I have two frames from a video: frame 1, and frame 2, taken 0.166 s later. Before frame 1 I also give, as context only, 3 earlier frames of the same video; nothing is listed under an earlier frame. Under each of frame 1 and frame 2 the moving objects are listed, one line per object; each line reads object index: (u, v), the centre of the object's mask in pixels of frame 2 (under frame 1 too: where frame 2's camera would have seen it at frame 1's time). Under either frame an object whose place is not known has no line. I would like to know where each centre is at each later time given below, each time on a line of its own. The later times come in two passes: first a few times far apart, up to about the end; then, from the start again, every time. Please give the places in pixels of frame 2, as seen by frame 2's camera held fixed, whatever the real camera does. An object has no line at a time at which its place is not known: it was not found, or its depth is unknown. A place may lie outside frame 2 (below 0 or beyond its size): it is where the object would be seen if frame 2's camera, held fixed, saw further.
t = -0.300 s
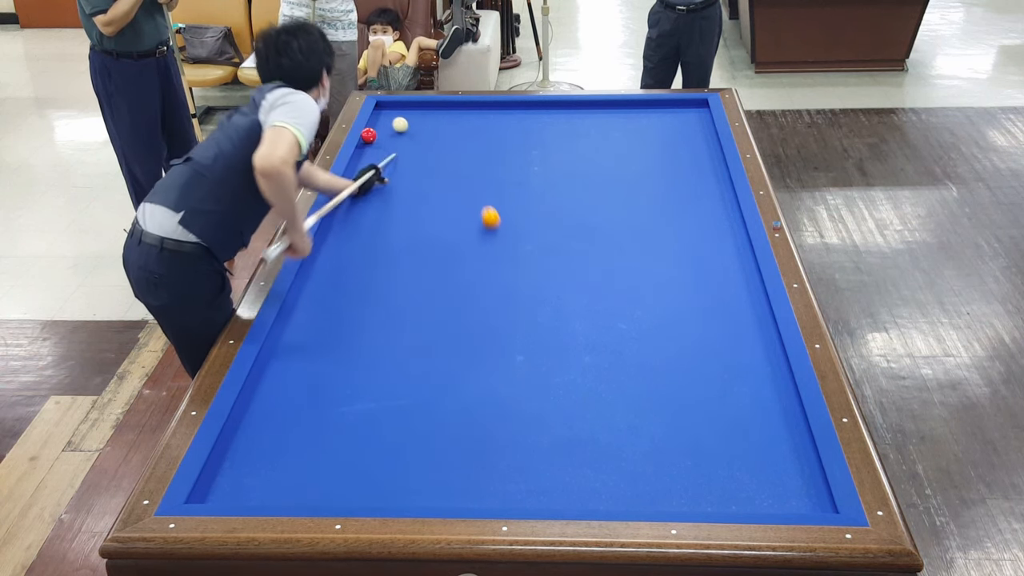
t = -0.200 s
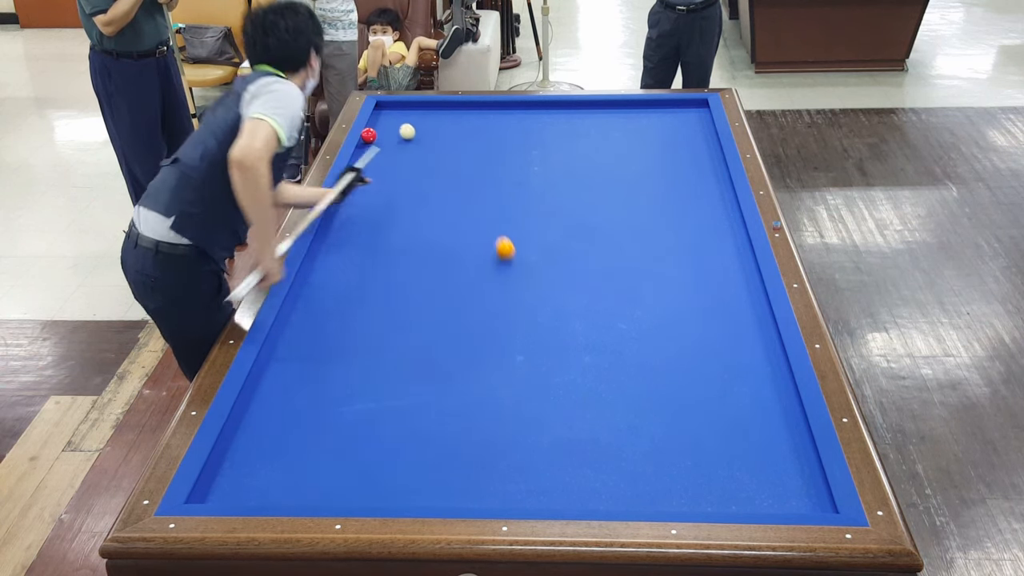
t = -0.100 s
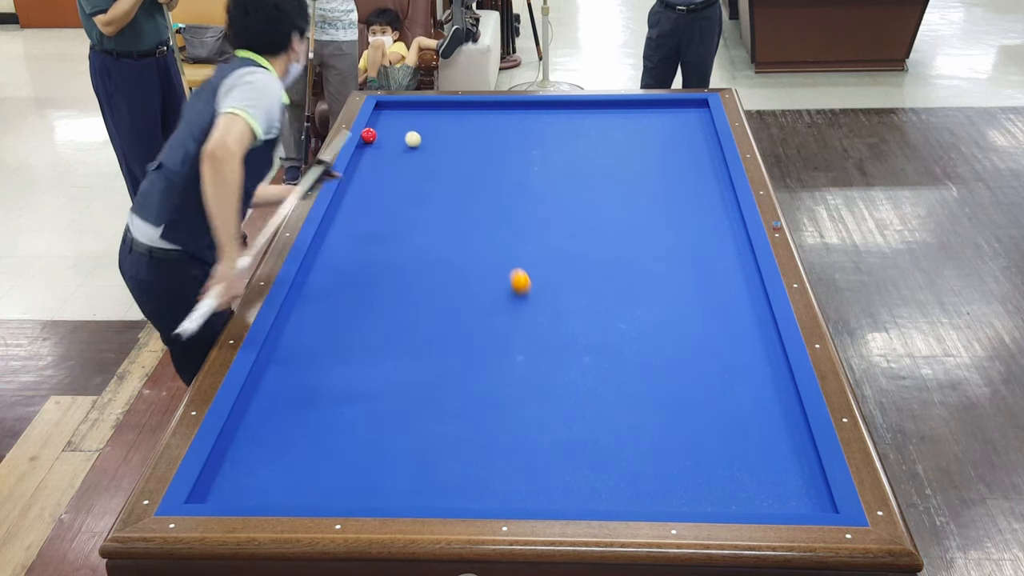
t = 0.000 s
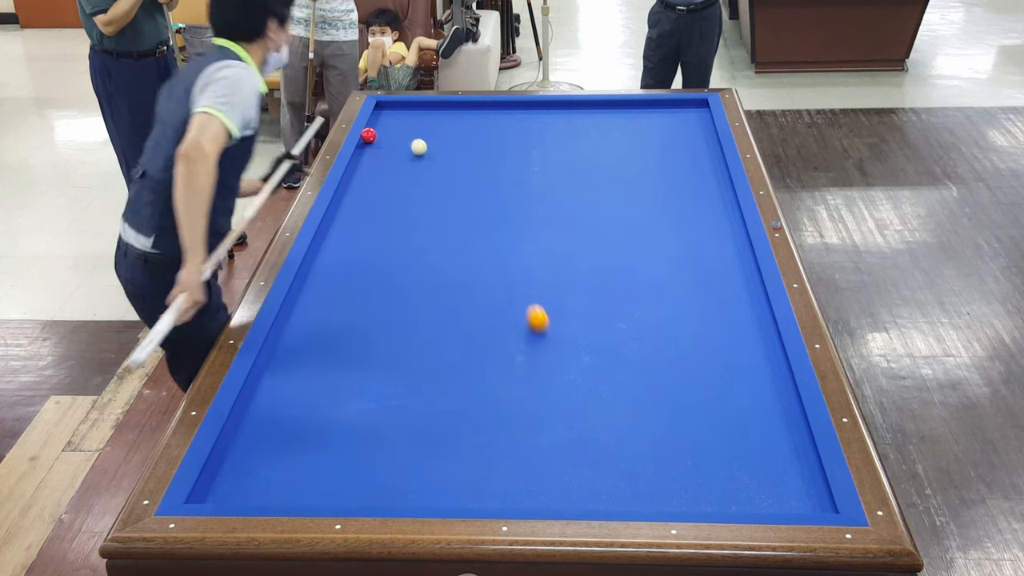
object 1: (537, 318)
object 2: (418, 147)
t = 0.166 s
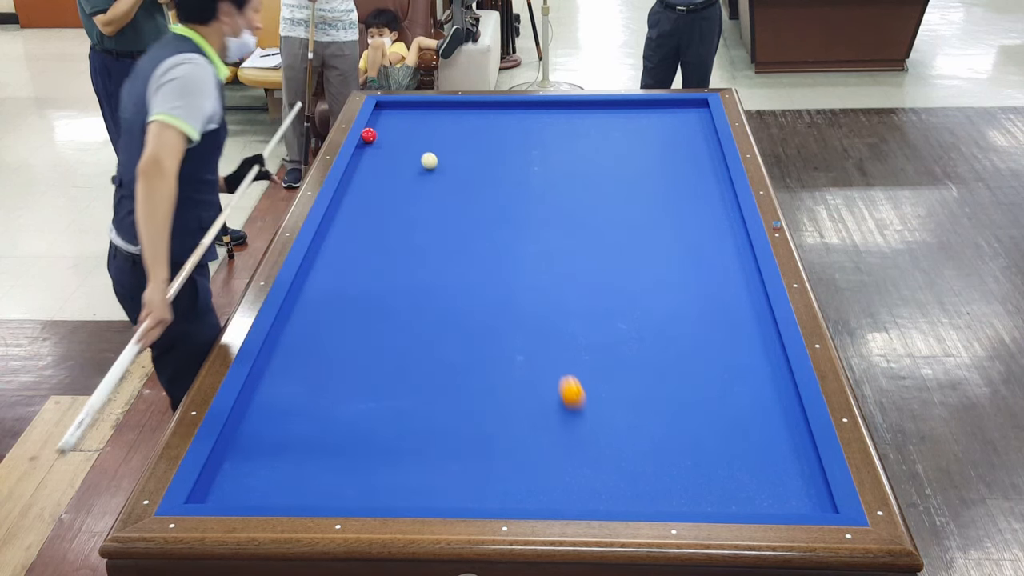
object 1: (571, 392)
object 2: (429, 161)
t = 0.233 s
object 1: (588, 427)
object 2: (433, 166)
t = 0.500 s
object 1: (624, 435)
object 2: (451, 190)
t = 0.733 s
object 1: (627, 357)
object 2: (468, 212)
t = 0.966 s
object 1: (634, 304)
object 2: (486, 237)
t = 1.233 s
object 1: (642, 255)
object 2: (509, 267)
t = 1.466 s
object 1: (647, 217)
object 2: (531, 295)
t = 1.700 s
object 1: (651, 184)
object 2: (555, 327)
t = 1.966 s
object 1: (656, 152)
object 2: (585, 366)
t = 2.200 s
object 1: (660, 127)
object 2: (614, 405)
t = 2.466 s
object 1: (663, 103)
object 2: (651, 453)
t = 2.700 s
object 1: (669, 118)
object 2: (688, 499)
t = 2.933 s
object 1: (675, 131)
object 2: (738, 475)
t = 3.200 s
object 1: (682, 147)
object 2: (790, 450)
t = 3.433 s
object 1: (688, 162)
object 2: (775, 425)
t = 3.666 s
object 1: (694, 177)
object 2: (742, 400)
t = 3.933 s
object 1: (702, 195)
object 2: (708, 374)
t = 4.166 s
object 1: (709, 212)
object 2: (680, 354)
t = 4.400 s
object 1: (716, 229)
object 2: (655, 335)
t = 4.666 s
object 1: (724, 250)
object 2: (628, 315)
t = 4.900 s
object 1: (732, 270)
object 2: (607, 299)
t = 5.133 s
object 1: (739, 290)
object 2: (587, 284)
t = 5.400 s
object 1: (749, 314)
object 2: (566, 269)
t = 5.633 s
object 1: (757, 337)
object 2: (549, 256)
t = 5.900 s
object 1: (768, 364)
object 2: (531, 242)
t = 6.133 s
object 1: (778, 389)
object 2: (517, 230)
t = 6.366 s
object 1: (788, 416)
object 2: (503, 220)
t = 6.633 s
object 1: (800, 448)
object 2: (488, 208)
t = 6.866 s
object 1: (811, 478)
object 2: (476, 199)
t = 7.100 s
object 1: (821, 503)
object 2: (465, 190)
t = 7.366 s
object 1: (813, 484)
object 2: (453, 181)
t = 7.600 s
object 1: (807, 468)
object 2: (443, 173)
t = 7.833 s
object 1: (801, 453)
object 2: (434, 166)
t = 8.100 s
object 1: (794, 437)
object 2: (423, 158)
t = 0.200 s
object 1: (579, 409)
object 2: (431, 163)
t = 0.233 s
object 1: (588, 427)
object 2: (433, 166)
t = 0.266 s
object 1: (596, 445)
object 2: (435, 169)
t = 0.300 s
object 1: (605, 465)
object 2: (438, 172)
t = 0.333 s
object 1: (615, 486)
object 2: (440, 175)
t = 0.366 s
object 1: (623, 497)
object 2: (442, 178)
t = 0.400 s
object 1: (623, 483)
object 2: (444, 181)
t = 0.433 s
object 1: (623, 466)
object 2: (447, 184)
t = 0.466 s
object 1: (623, 450)
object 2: (449, 187)
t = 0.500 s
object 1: (624, 435)
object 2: (451, 190)
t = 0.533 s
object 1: (624, 422)
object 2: (453, 193)
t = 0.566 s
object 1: (624, 409)
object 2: (456, 196)
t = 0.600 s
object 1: (625, 397)
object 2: (458, 199)
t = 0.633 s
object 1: (625, 386)
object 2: (461, 203)
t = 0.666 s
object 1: (626, 375)
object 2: (463, 206)
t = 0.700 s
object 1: (627, 366)
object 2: (466, 209)
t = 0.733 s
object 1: (627, 357)
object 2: (468, 212)
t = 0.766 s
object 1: (628, 348)
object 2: (471, 216)
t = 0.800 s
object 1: (629, 341)
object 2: (473, 219)
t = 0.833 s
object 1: (630, 333)
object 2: (476, 223)
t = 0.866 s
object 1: (632, 325)
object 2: (478, 226)
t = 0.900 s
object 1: (633, 318)
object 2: (481, 229)
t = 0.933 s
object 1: (634, 311)
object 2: (484, 233)
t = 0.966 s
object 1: (634, 304)
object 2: (486, 237)
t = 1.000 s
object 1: (636, 297)
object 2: (489, 240)
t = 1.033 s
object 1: (636, 291)
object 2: (492, 244)
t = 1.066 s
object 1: (637, 284)
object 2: (495, 247)
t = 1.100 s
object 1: (638, 278)
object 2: (498, 251)
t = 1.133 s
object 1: (639, 272)
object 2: (500, 255)
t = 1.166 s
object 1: (640, 266)
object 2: (503, 259)
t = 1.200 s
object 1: (641, 260)
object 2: (506, 263)
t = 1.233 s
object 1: (642, 255)
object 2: (509, 267)
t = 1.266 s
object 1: (642, 249)
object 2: (512, 271)
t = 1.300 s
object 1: (643, 243)
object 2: (515, 275)
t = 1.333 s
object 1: (644, 238)
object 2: (518, 279)
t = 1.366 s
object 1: (645, 232)
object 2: (521, 283)
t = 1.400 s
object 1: (645, 227)
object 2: (525, 287)
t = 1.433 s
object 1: (646, 222)
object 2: (528, 291)
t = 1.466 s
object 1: (647, 217)
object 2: (531, 295)
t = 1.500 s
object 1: (647, 212)
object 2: (534, 300)
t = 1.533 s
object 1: (648, 207)
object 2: (538, 304)
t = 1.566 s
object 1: (649, 202)
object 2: (541, 308)
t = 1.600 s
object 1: (650, 198)
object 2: (544, 313)
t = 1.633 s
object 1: (650, 193)
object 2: (548, 317)
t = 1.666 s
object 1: (651, 189)
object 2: (551, 322)
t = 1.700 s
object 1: (651, 184)
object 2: (555, 327)
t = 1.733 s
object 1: (652, 180)
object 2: (558, 331)
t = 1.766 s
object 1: (653, 176)
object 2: (562, 336)
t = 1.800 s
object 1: (653, 172)
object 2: (566, 341)
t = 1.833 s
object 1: (654, 168)
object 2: (569, 346)
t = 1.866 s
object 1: (655, 163)
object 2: (573, 351)
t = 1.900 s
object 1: (655, 160)
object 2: (577, 356)
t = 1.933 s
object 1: (655, 156)
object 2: (581, 361)
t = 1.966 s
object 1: (656, 152)
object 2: (585, 366)
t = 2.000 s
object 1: (657, 148)
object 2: (589, 371)
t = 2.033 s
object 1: (657, 145)
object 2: (593, 377)
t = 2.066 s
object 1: (658, 141)
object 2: (597, 382)
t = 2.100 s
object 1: (658, 137)
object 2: (601, 388)
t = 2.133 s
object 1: (659, 134)
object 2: (605, 393)
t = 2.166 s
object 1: (659, 130)
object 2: (610, 399)
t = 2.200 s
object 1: (660, 127)
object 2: (614, 405)
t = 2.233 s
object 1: (660, 124)
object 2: (618, 410)
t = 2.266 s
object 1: (661, 120)
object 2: (623, 416)
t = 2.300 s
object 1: (661, 117)
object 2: (627, 422)
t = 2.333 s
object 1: (662, 114)
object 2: (632, 428)
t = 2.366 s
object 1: (662, 111)
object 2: (637, 434)
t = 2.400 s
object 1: (662, 107)
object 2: (642, 441)
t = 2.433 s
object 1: (663, 104)
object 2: (646, 447)
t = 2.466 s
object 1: (663, 103)
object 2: (651, 453)
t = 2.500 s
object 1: (664, 105)
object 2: (656, 460)
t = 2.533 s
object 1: (665, 107)
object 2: (661, 467)
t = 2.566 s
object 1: (666, 109)
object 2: (667, 473)
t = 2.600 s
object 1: (667, 112)
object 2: (672, 480)
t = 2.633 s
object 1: (668, 114)
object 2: (677, 487)
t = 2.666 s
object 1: (669, 116)
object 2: (683, 494)
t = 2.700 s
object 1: (669, 118)
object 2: (688, 499)
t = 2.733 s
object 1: (670, 120)
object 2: (695, 499)
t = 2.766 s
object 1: (671, 122)
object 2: (703, 495)
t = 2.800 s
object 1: (672, 124)
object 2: (710, 490)
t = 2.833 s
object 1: (673, 126)
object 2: (717, 486)
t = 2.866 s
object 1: (673, 128)
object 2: (724, 482)
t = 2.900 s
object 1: (674, 130)
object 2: (731, 479)
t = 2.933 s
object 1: (675, 131)
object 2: (738, 475)
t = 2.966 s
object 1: (676, 133)
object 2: (745, 472)
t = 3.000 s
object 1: (677, 135)
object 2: (751, 469)
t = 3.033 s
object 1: (678, 137)
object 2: (758, 466)
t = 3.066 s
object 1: (679, 139)
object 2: (764, 463)
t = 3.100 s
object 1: (679, 141)
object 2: (771, 459)
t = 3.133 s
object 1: (680, 143)
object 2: (777, 456)
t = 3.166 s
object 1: (681, 145)
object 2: (784, 453)
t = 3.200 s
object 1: (682, 147)
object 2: (790, 450)
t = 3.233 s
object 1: (682, 149)
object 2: (796, 447)
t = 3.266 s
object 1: (683, 151)
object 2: (802, 444)
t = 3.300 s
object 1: (684, 153)
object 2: (797, 440)
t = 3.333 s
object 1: (685, 156)
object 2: (790, 436)
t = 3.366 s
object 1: (686, 157)
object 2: (785, 432)
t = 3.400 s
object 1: (687, 159)
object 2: (780, 428)
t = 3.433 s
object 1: (688, 162)
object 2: (775, 425)
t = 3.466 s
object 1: (689, 164)
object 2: (770, 421)
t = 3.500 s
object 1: (690, 166)
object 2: (765, 417)
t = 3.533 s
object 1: (691, 168)
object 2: (760, 414)
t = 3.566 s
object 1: (692, 170)
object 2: (756, 410)
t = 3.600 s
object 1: (693, 172)
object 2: (751, 407)
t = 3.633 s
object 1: (693, 175)
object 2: (746, 403)
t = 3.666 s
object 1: (694, 177)
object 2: (742, 400)
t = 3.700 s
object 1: (696, 179)
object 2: (737, 397)
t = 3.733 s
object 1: (696, 181)
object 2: (733, 393)
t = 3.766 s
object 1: (697, 184)
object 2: (728, 390)
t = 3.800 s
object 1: (698, 186)
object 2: (724, 387)
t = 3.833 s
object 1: (699, 188)
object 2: (720, 384)
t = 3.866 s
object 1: (700, 190)
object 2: (716, 381)
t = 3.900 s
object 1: (701, 193)
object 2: (711, 377)
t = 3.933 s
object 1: (702, 195)
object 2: (708, 374)
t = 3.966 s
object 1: (703, 197)
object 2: (703, 371)
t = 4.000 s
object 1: (704, 200)
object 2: (699, 368)
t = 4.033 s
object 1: (705, 202)
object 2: (695, 365)
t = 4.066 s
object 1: (706, 205)
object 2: (692, 362)
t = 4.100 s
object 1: (707, 207)
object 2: (688, 359)
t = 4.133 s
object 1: (708, 209)
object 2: (684, 357)
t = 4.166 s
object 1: (709, 212)
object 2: (680, 354)
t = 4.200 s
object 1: (710, 214)
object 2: (676, 351)
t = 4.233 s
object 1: (711, 217)
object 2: (672, 348)
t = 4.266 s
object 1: (712, 219)
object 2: (669, 346)
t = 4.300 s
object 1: (713, 222)
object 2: (665, 343)
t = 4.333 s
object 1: (714, 224)
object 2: (662, 340)
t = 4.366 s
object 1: (715, 227)
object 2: (658, 338)
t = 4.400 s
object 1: (716, 229)
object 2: (655, 335)
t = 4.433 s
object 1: (717, 232)
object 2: (651, 332)
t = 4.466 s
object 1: (718, 235)
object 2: (648, 330)
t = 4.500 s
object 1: (719, 237)
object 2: (644, 327)
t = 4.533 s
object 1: (720, 240)
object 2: (641, 325)
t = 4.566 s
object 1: (721, 242)
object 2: (638, 323)
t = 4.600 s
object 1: (722, 245)
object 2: (635, 320)
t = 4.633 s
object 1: (723, 248)
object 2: (632, 318)
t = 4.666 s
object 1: (724, 250)
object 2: (628, 315)
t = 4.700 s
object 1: (726, 253)
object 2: (625, 313)
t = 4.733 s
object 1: (727, 256)
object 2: (622, 311)
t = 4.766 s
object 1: (728, 258)
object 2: (619, 308)
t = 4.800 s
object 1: (728, 261)
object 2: (616, 306)
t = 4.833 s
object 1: (730, 264)
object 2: (613, 304)
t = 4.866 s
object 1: (731, 267)
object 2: (610, 301)
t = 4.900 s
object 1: (732, 270)
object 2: (607, 299)
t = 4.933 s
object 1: (733, 272)
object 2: (604, 297)
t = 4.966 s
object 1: (734, 275)
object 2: (601, 295)
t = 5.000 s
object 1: (735, 278)
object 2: (598, 293)
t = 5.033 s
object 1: (736, 281)
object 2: (595, 291)
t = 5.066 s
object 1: (737, 284)
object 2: (592, 288)
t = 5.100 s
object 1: (738, 287)
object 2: (590, 287)
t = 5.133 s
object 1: (739, 290)
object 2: (587, 284)
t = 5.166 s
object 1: (741, 293)
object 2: (584, 282)
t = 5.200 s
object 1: (742, 296)
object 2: (581, 280)
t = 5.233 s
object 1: (743, 299)
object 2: (579, 278)
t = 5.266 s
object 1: (744, 302)
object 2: (576, 276)
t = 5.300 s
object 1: (745, 305)
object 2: (574, 274)
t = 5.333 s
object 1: (746, 308)
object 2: (571, 273)
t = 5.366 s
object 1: (748, 311)
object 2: (569, 270)
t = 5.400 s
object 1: (749, 314)
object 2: (566, 269)
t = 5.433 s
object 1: (750, 317)
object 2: (564, 267)
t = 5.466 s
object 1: (751, 321)
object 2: (561, 265)
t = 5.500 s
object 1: (752, 324)
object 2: (559, 263)
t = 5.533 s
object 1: (754, 327)
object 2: (556, 261)
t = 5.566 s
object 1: (755, 330)
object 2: (554, 259)
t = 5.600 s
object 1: (756, 334)
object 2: (552, 257)
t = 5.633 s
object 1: (757, 337)
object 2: (549, 256)
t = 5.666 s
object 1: (759, 340)
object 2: (547, 254)
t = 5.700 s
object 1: (760, 344)
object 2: (545, 252)
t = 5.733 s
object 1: (761, 347)
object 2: (542, 250)
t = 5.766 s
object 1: (763, 350)
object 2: (540, 249)
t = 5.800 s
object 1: (764, 354)
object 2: (538, 247)
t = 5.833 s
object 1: (765, 357)
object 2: (536, 245)
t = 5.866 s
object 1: (767, 360)
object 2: (533, 243)
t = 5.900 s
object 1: (768, 364)
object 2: (531, 242)
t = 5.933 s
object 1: (769, 368)
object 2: (529, 240)
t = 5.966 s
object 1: (771, 372)
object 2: (527, 239)
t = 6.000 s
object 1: (772, 375)
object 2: (525, 237)
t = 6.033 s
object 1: (773, 378)
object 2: (523, 235)
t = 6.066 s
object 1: (775, 382)
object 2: (521, 234)
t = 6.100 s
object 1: (776, 386)
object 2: (519, 232)
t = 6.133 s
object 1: (778, 389)
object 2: (517, 230)
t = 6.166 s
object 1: (779, 393)
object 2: (515, 229)
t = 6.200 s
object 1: (781, 397)
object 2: (513, 227)
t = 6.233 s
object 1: (782, 400)
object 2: (510, 226)
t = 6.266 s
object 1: (783, 404)
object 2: (509, 224)
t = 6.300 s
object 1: (785, 408)
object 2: (507, 223)
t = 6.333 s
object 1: (786, 412)
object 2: (505, 221)
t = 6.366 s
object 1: (788, 416)
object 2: (503, 220)
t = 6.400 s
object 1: (789, 420)
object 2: (501, 218)
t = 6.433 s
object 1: (791, 424)
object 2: (499, 217)
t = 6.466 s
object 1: (792, 428)
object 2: (497, 215)
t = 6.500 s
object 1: (794, 432)
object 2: (496, 214)
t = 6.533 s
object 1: (795, 436)
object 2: (494, 212)
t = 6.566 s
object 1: (797, 440)
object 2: (492, 211)
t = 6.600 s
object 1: (798, 444)
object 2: (490, 210)
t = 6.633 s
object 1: (800, 448)
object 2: (488, 208)
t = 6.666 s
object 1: (802, 452)
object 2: (487, 207)
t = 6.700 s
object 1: (803, 456)
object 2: (485, 206)
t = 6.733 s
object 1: (804, 461)
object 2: (483, 204)
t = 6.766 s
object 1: (806, 465)
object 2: (481, 203)
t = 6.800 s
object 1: (808, 469)
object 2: (480, 201)
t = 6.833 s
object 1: (809, 473)
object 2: (478, 200)
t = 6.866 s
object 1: (811, 478)
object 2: (476, 199)
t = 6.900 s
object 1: (813, 482)
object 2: (475, 198)
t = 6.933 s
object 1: (815, 487)
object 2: (473, 196)
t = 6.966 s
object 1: (816, 491)
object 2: (472, 195)
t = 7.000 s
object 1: (818, 496)
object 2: (470, 194)
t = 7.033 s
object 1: (820, 499)
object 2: (468, 193)
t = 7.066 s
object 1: (821, 502)
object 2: (467, 192)
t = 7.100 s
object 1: (821, 503)
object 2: (465, 190)
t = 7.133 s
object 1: (820, 501)
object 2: (464, 189)
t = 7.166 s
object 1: (818, 499)
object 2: (462, 188)
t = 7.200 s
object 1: (818, 497)
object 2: (460, 187)
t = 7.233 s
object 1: (816, 494)
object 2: (459, 186)
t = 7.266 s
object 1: (816, 492)
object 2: (457, 184)
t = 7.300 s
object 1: (815, 489)
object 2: (456, 183)
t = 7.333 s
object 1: (814, 487)
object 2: (454, 182)
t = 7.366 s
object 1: (813, 484)
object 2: (453, 181)
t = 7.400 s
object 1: (812, 482)
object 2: (452, 180)
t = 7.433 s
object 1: (811, 480)
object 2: (450, 179)
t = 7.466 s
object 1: (810, 477)
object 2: (449, 178)
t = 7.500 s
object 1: (809, 475)
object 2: (447, 177)
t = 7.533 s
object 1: (808, 473)
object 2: (446, 175)
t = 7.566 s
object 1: (808, 471)
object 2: (445, 174)
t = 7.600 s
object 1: (807, 468)
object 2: (443, 173)
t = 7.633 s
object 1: (806, 466)
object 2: (442, 172)
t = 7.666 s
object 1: (805, 464)
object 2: (440, 171)
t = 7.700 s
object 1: (804, 461)
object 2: (439, 170)
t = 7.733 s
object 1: (803, 459)
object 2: (438, 169)
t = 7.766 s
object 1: (802, 457)
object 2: (436, 168)
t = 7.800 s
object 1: (802, 455)
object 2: (435, 167)
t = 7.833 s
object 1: (801, 453)
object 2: (434, 166)
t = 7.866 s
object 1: (800, 451)
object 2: (432, 165)
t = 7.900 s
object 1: (799, 449)
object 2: (431, 164)
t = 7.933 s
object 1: (798, 447)
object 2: (430, 163)
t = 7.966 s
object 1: (797, 445)
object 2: (428, 162)
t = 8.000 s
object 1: (797, 443)
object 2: (427, 161)
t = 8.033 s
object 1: (796, 441)
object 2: (426, 160)
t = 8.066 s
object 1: (795, 439)
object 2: (425, 159)
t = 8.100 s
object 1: (794, 437)
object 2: (423, 158)
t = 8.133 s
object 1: (793, 435)
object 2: (422, 157)
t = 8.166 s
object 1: (792, 433)
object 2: (421, 156)
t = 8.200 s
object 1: (792, 432)
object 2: (420, 156)
